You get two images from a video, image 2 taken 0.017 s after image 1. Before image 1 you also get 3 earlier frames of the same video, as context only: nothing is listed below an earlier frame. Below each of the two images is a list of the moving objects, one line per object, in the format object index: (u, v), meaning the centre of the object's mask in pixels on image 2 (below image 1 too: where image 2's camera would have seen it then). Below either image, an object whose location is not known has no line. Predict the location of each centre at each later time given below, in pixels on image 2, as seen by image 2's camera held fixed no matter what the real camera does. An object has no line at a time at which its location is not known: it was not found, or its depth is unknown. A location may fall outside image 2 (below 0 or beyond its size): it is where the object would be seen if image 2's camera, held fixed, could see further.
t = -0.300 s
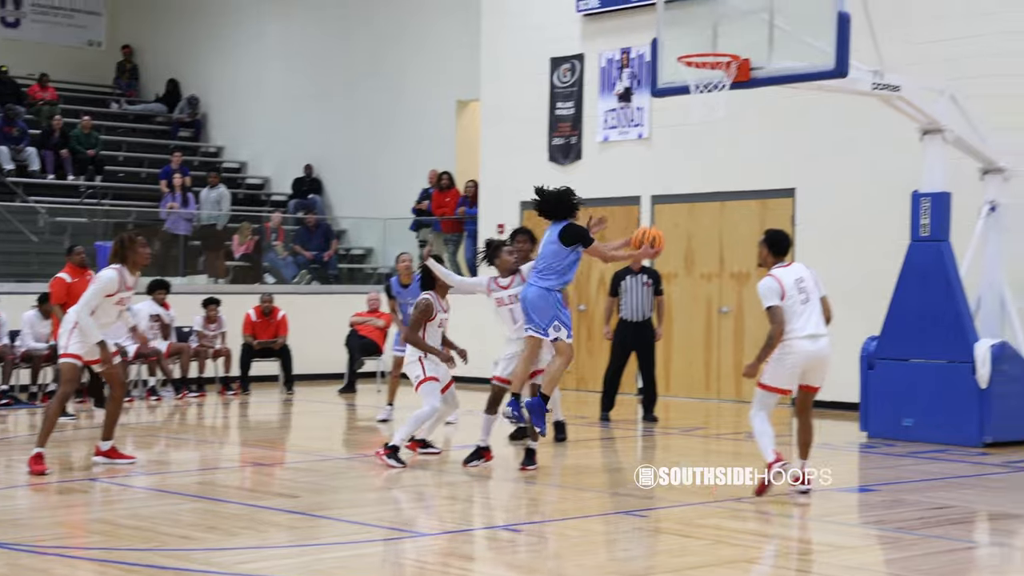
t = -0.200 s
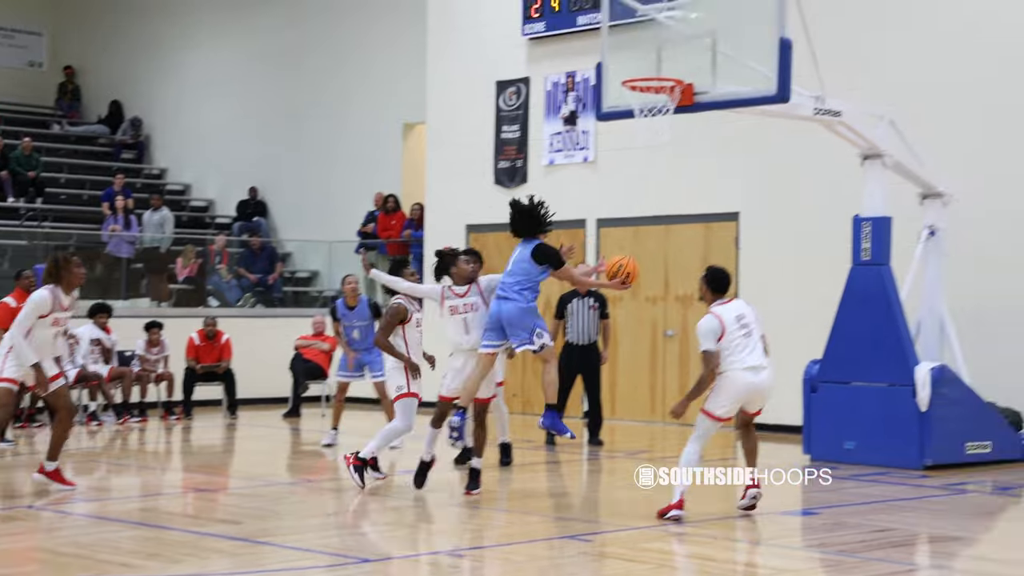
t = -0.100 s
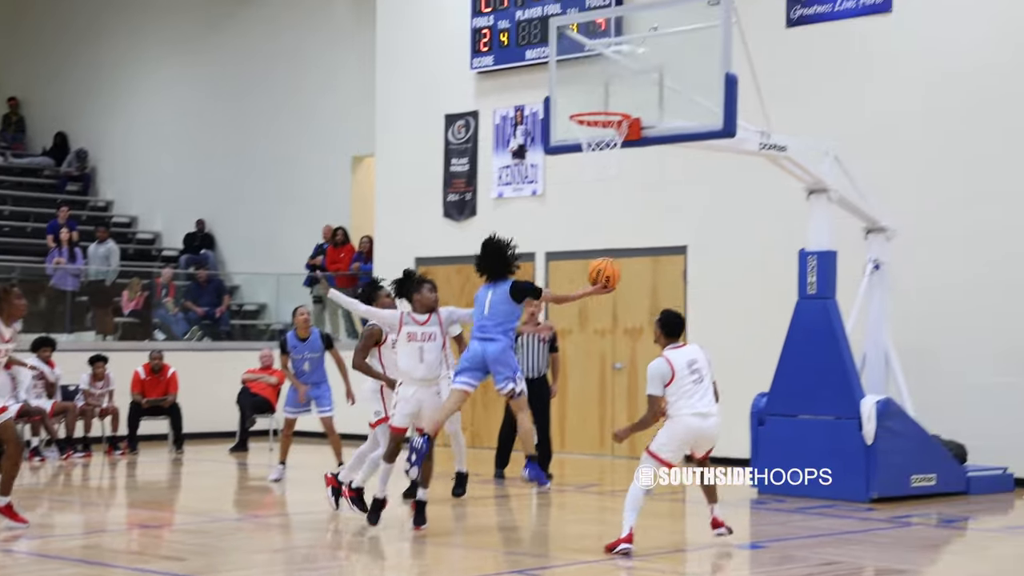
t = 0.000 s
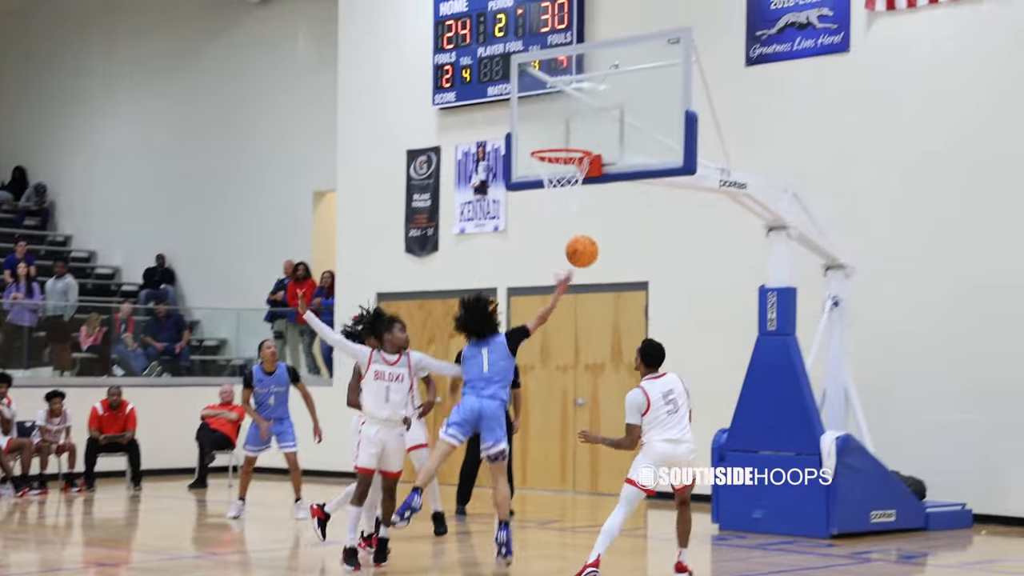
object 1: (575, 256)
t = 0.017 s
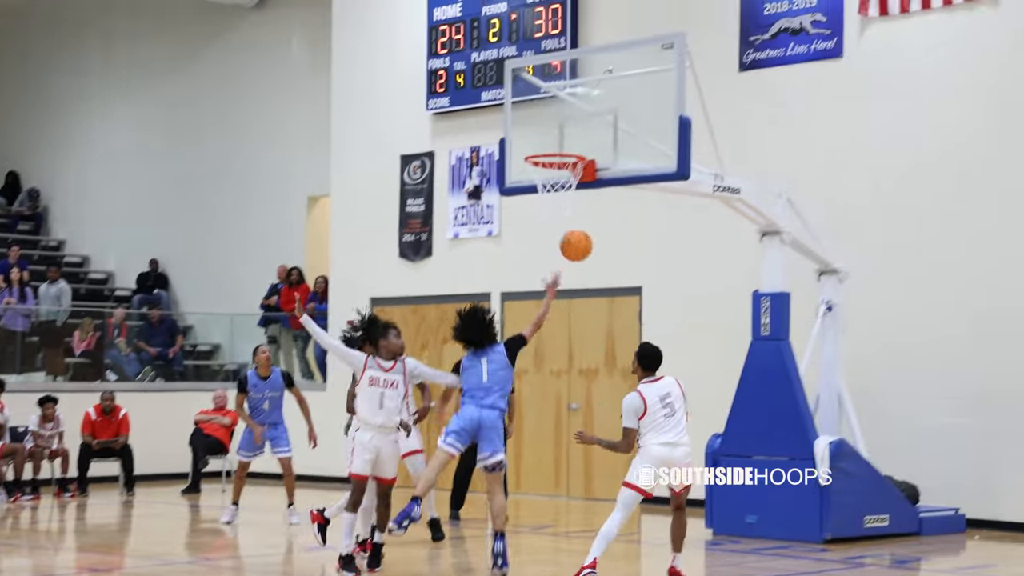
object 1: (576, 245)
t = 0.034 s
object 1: (577, 234)
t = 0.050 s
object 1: (577, 224)
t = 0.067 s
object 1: (577, 214)
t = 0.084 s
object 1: (578, 205)
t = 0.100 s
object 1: (577, 196)
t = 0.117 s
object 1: (577, 188)
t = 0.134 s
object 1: (578, 179)
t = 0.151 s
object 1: (578, 172)
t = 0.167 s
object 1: (579, 166)
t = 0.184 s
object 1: (579, 159)
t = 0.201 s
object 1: (578, 152)
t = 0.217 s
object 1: (577, 146)
